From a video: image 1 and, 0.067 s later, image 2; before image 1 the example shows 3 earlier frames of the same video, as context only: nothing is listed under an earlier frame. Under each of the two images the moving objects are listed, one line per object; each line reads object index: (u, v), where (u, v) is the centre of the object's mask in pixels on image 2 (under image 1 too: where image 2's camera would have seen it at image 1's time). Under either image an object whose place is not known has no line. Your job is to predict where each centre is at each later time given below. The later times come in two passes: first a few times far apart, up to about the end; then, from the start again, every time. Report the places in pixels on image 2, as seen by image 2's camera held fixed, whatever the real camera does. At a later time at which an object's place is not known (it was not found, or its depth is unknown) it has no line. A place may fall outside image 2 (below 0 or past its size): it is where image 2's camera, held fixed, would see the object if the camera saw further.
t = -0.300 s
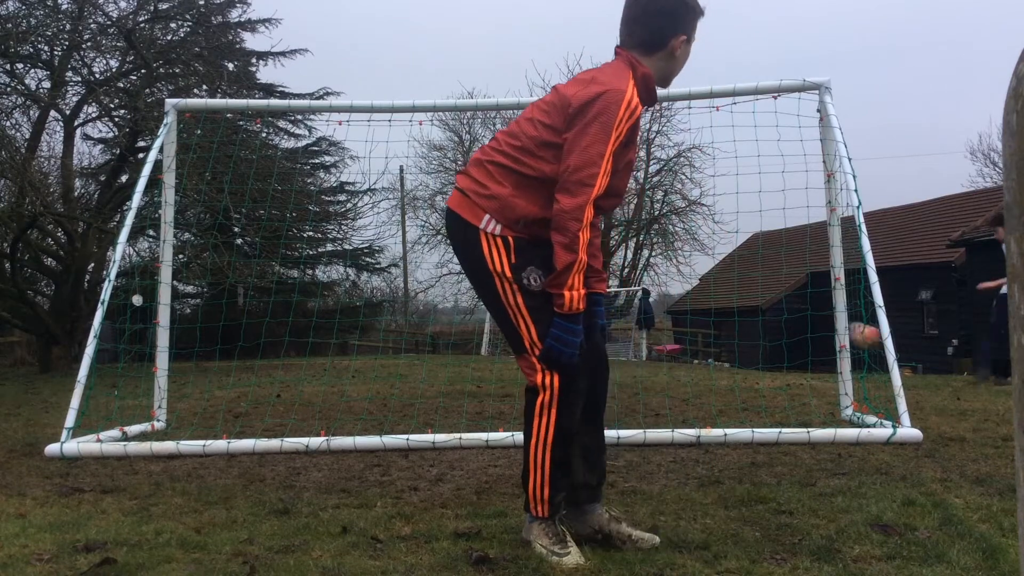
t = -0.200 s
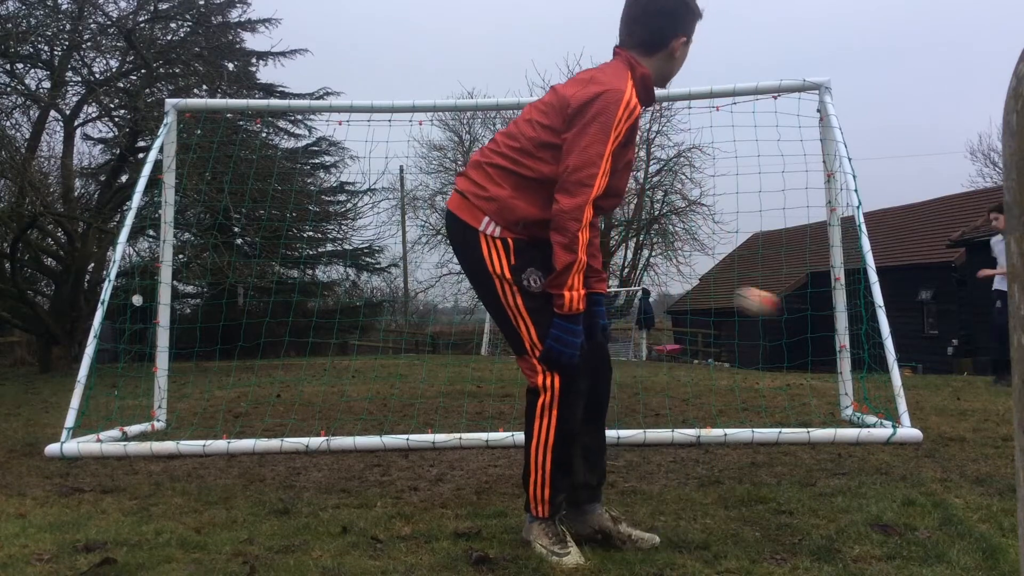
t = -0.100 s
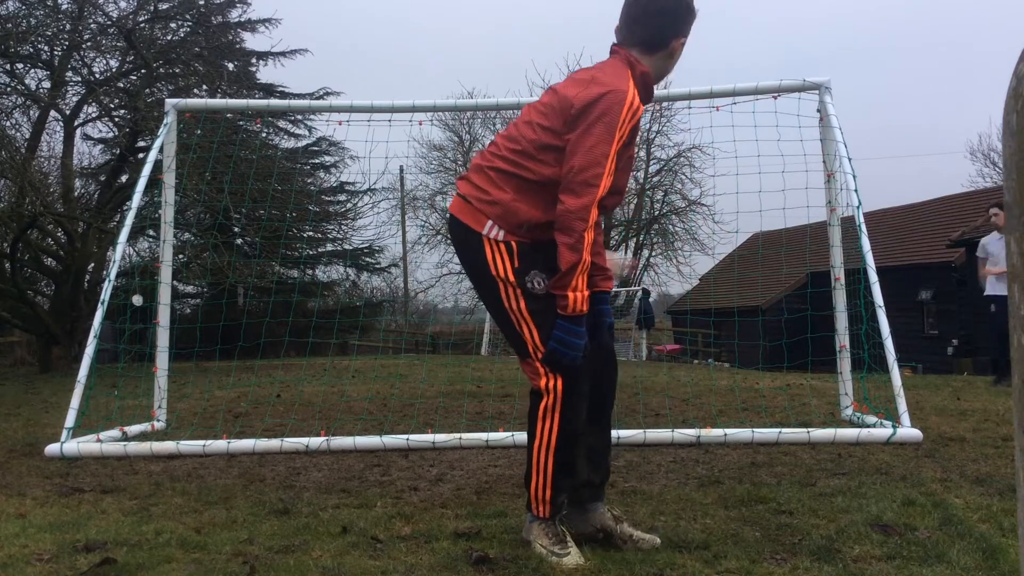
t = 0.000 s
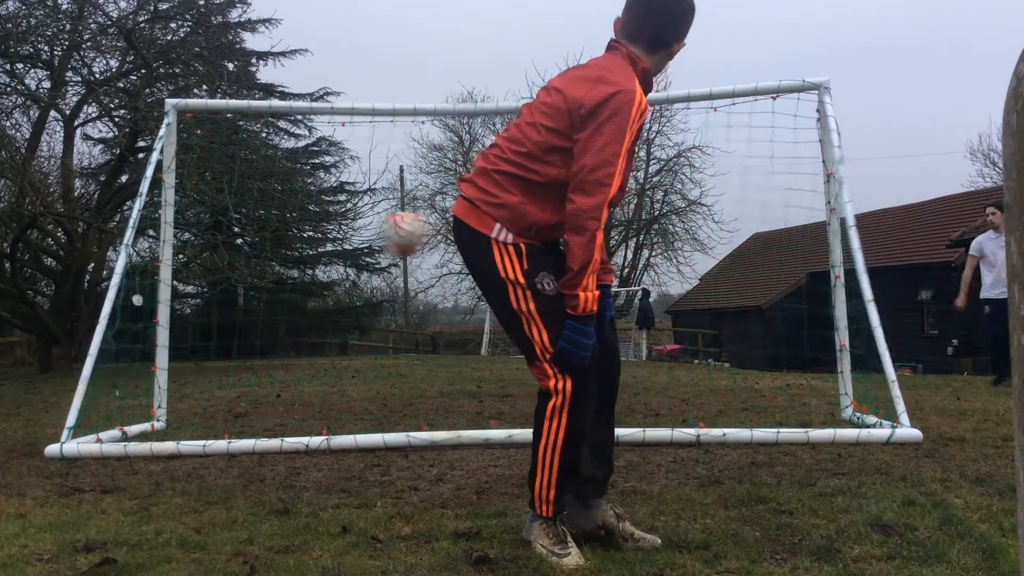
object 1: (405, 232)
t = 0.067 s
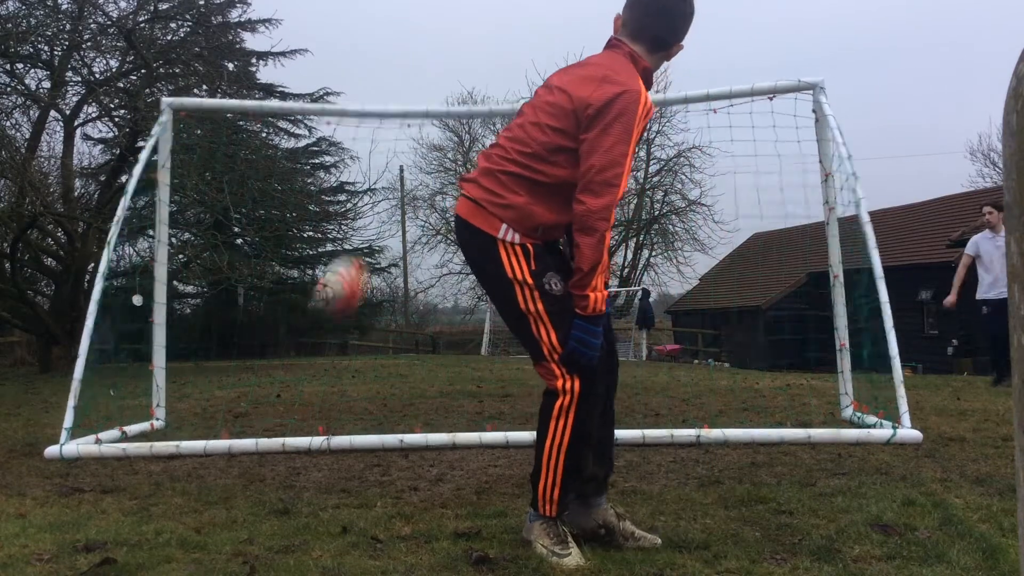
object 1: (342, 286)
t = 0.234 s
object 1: (288, 374)
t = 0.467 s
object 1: (308, 248)
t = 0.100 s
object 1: (322, 327)
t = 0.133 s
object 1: (303, 374)
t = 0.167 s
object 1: (286, 415)
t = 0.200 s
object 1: (284, 404)
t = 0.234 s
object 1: (288, 374)
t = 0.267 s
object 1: (290, 347)
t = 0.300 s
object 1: (293, 326)
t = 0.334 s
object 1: (297, 305)
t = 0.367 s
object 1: (300, 287)
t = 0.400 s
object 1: (302, 271)
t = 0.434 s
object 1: (305, 259)
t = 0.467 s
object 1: (308, 248)
